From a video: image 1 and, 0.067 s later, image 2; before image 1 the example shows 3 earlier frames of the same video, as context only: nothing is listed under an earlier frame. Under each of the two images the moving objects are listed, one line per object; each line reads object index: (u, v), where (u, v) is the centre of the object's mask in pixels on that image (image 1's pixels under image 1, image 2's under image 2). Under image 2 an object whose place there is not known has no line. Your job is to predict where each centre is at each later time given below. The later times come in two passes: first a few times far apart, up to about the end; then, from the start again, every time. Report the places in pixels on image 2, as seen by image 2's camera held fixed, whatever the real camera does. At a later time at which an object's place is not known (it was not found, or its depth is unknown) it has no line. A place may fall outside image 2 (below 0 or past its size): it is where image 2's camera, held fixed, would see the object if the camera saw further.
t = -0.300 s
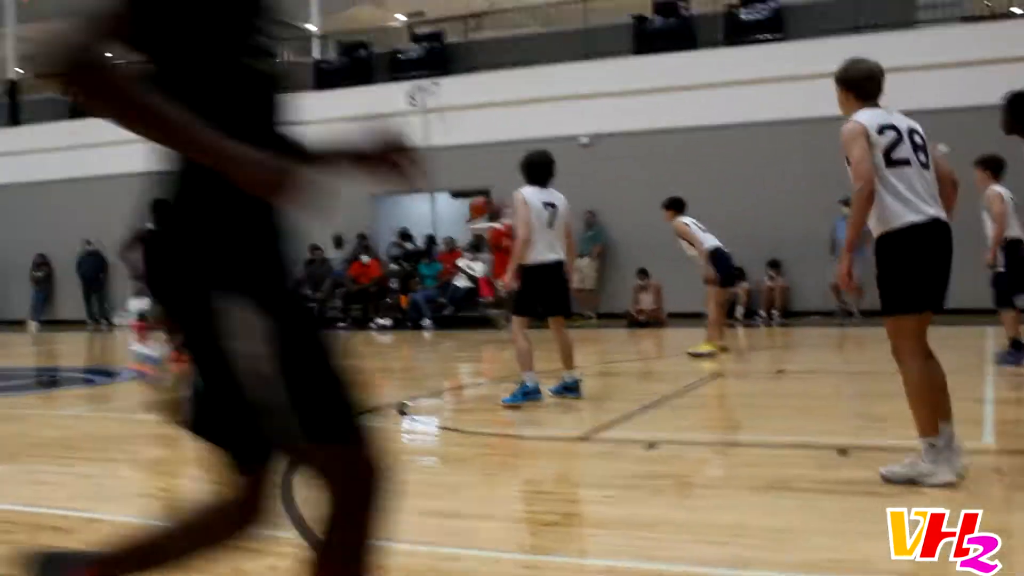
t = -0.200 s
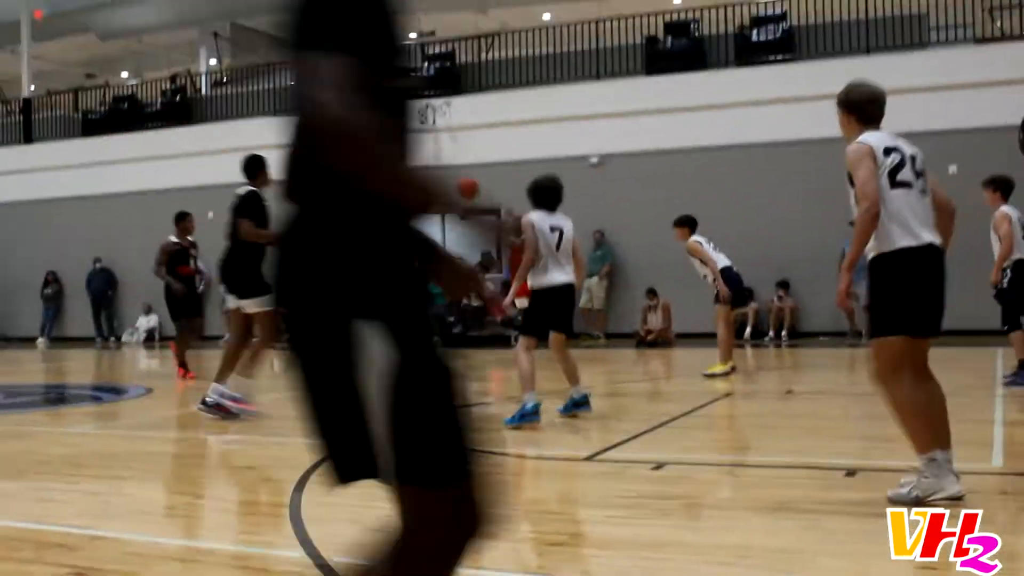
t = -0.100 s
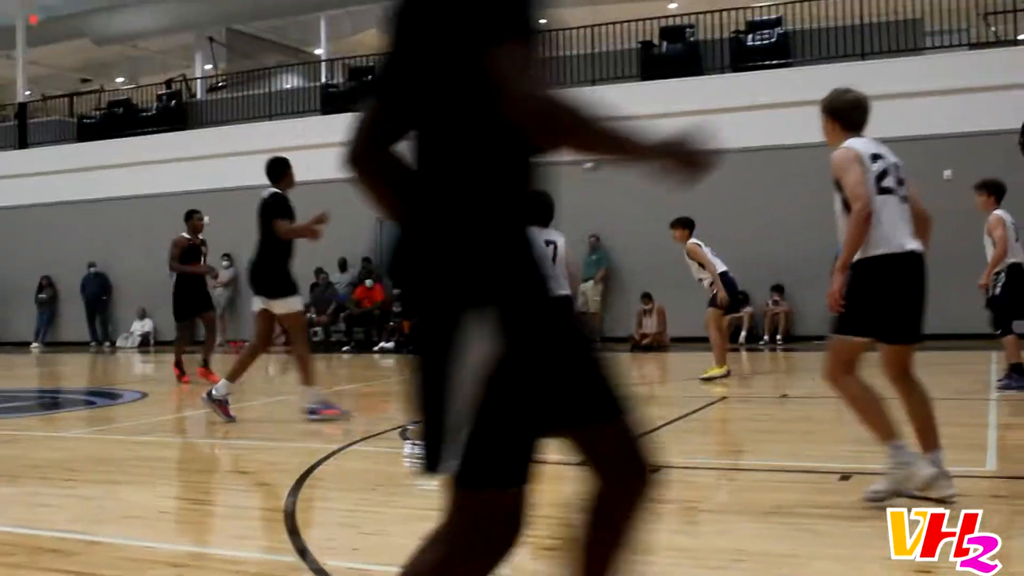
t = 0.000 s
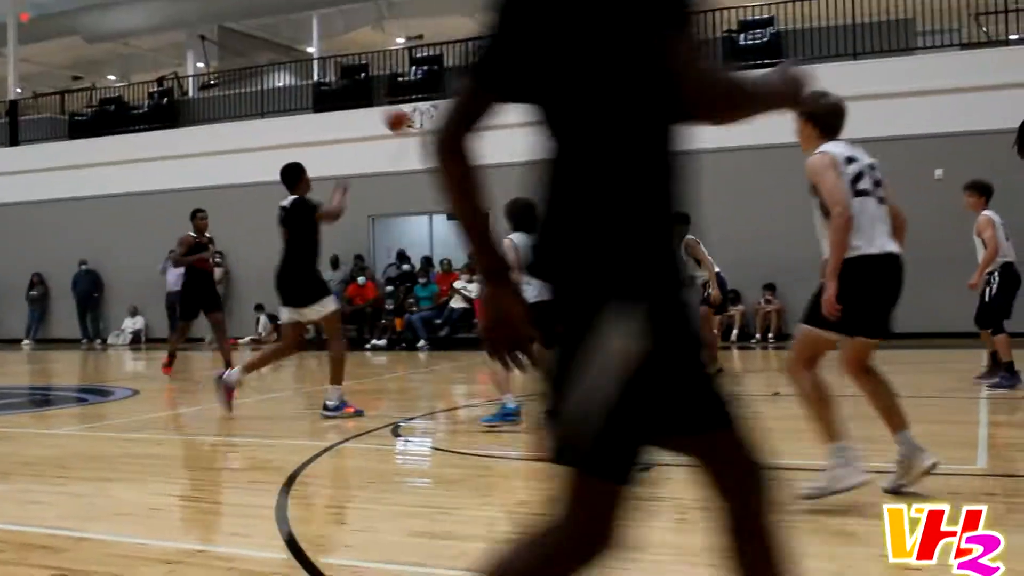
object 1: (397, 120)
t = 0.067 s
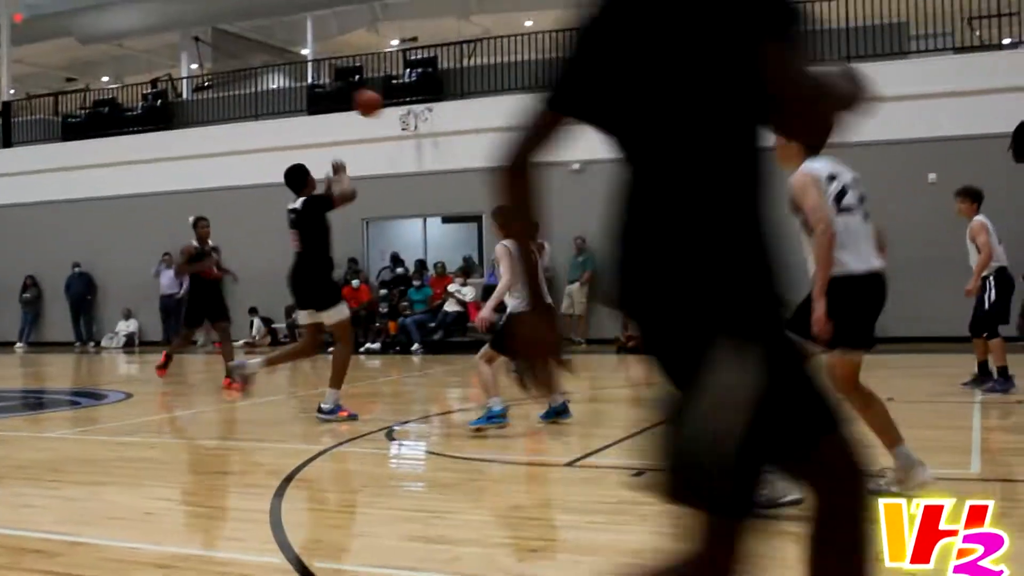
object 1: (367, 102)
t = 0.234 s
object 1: (295, 68)
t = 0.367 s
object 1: (221, 60)
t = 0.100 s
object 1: (356, 95)
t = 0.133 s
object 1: (343, 88)
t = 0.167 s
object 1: (328, 82)
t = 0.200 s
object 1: (312, 75)
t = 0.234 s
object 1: (295, 68)
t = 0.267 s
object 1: (279, 64)
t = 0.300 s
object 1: (258, 61)
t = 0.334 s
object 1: (240, 60)
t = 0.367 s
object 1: (221, 60)
